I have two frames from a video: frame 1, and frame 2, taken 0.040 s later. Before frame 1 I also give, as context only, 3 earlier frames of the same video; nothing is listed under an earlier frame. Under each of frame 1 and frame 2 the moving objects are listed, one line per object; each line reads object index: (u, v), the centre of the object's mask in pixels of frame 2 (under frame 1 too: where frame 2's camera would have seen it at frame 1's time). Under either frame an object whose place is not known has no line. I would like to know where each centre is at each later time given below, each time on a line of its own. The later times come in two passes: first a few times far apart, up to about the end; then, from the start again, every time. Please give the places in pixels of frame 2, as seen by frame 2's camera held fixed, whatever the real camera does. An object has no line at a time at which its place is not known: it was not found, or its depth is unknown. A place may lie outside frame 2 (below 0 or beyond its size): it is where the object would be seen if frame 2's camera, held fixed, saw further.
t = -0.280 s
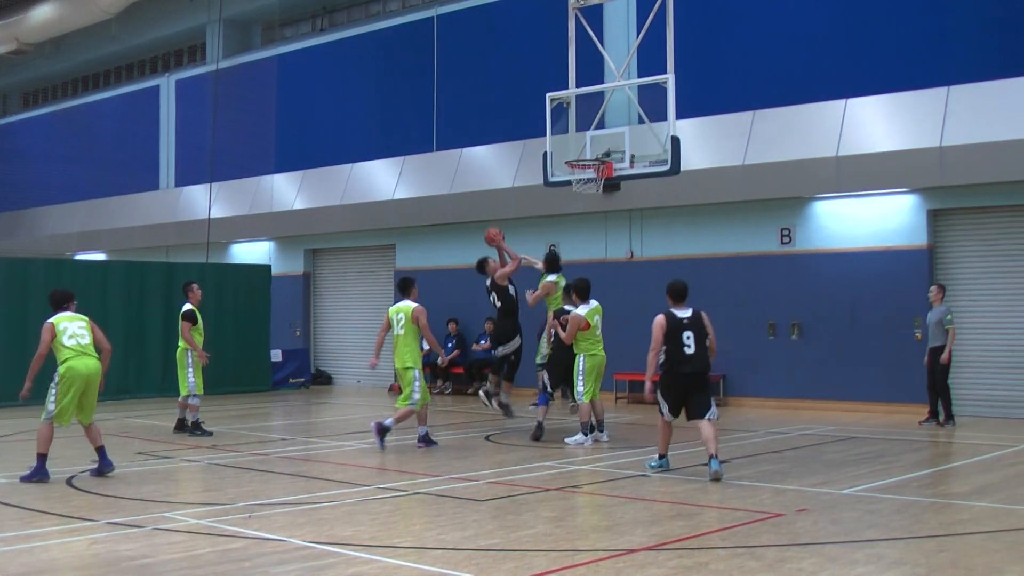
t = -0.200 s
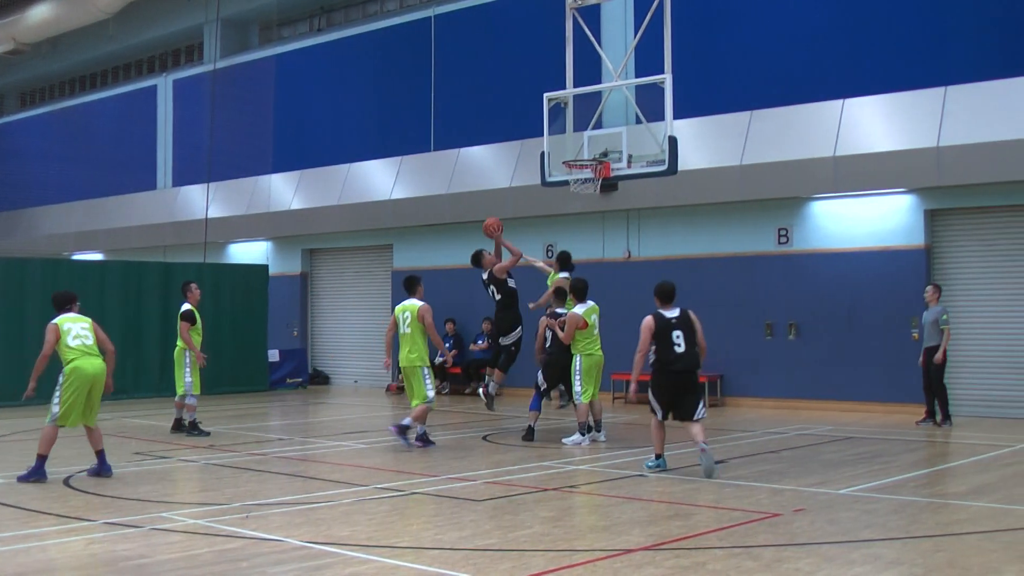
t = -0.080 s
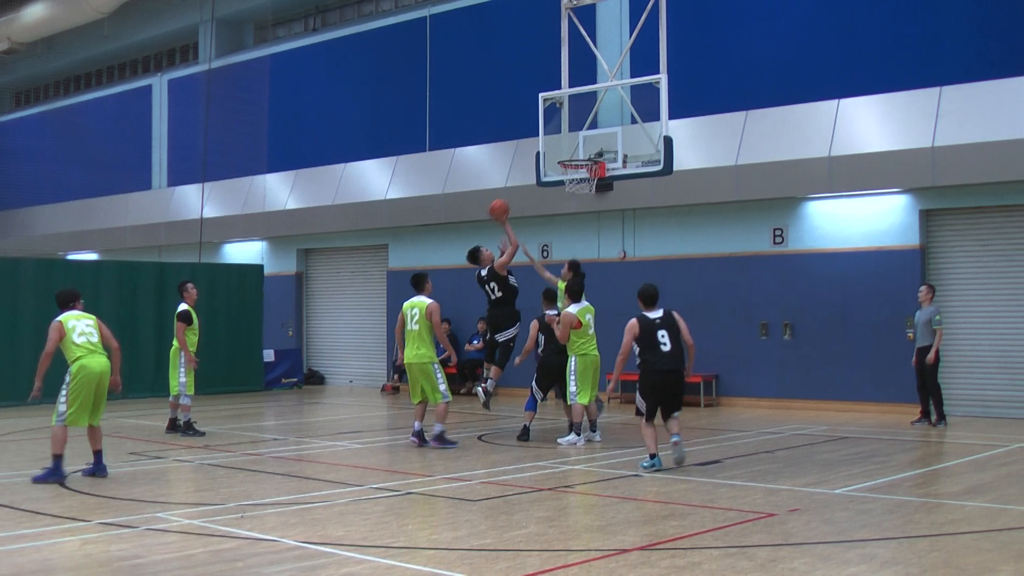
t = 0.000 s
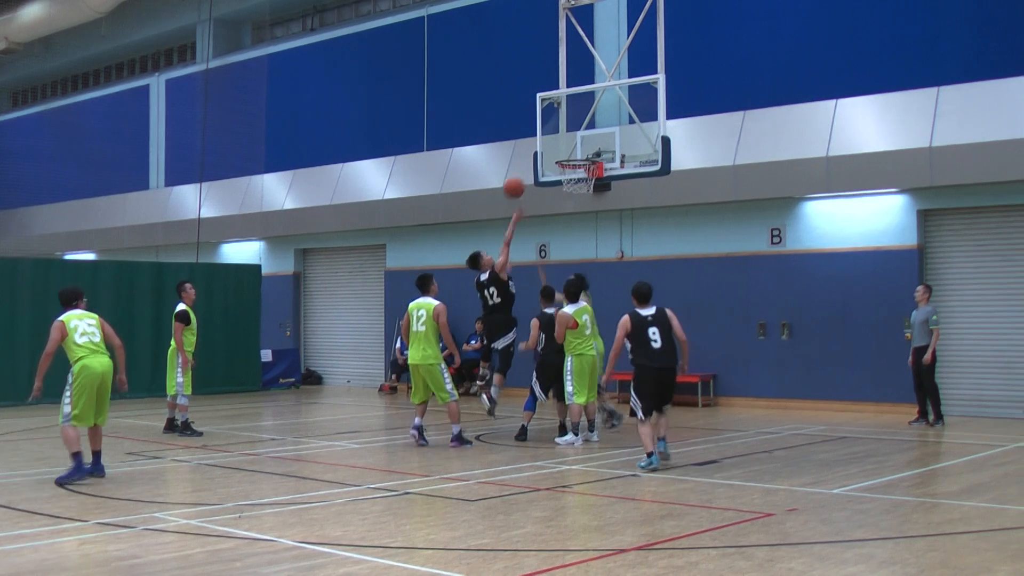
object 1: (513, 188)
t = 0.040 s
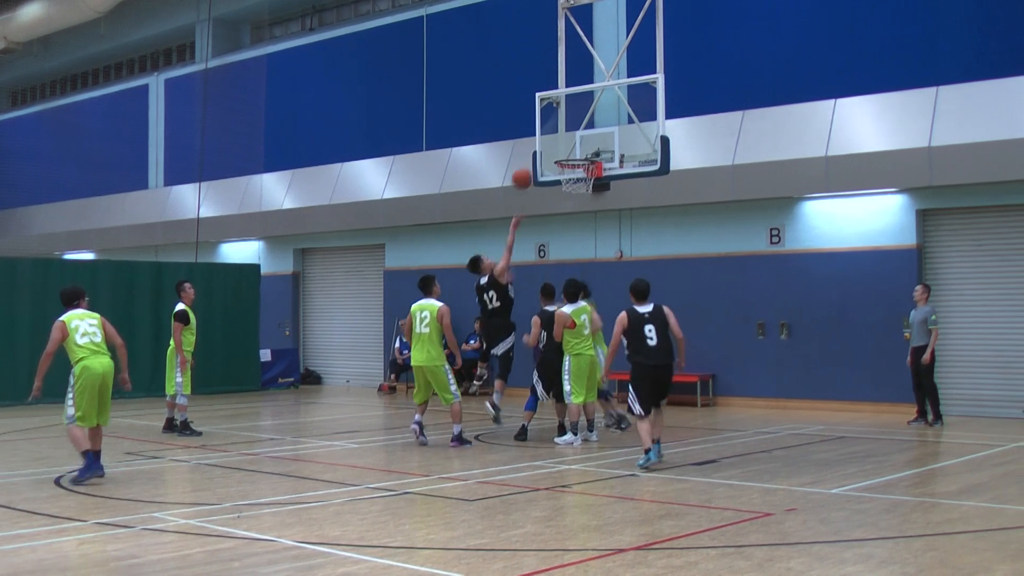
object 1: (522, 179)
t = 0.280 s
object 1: (573, 150)
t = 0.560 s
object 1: (578, 179)
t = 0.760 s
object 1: (568, 220)
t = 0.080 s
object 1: (531, 171)
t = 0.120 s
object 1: (541, 164)
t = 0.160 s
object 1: (549, 159)
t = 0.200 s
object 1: (559, 154)
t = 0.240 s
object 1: (569, 151)
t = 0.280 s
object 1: (573, 150)
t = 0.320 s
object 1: (574, 151)
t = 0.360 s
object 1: (576, 152)
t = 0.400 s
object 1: (577, 154)
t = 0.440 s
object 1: (579, 160)
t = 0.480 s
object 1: (579, 168)
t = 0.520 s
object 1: (580, 174)
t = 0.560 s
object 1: (578, 179)
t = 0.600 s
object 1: (575, 189)
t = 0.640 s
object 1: (575, 191)
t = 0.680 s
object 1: (573, 199)
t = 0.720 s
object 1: (571, 208)
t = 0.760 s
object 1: (568, 220)
